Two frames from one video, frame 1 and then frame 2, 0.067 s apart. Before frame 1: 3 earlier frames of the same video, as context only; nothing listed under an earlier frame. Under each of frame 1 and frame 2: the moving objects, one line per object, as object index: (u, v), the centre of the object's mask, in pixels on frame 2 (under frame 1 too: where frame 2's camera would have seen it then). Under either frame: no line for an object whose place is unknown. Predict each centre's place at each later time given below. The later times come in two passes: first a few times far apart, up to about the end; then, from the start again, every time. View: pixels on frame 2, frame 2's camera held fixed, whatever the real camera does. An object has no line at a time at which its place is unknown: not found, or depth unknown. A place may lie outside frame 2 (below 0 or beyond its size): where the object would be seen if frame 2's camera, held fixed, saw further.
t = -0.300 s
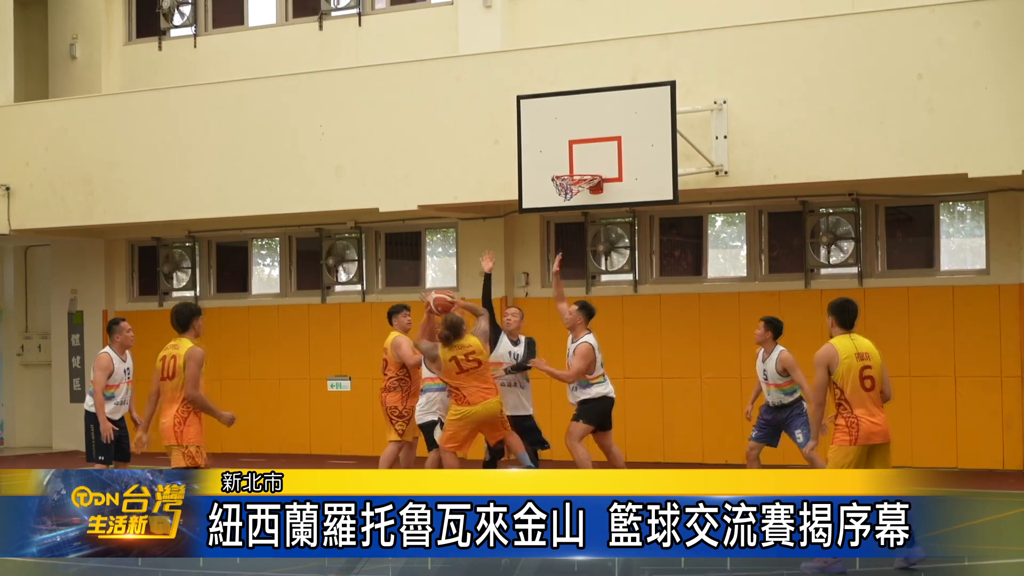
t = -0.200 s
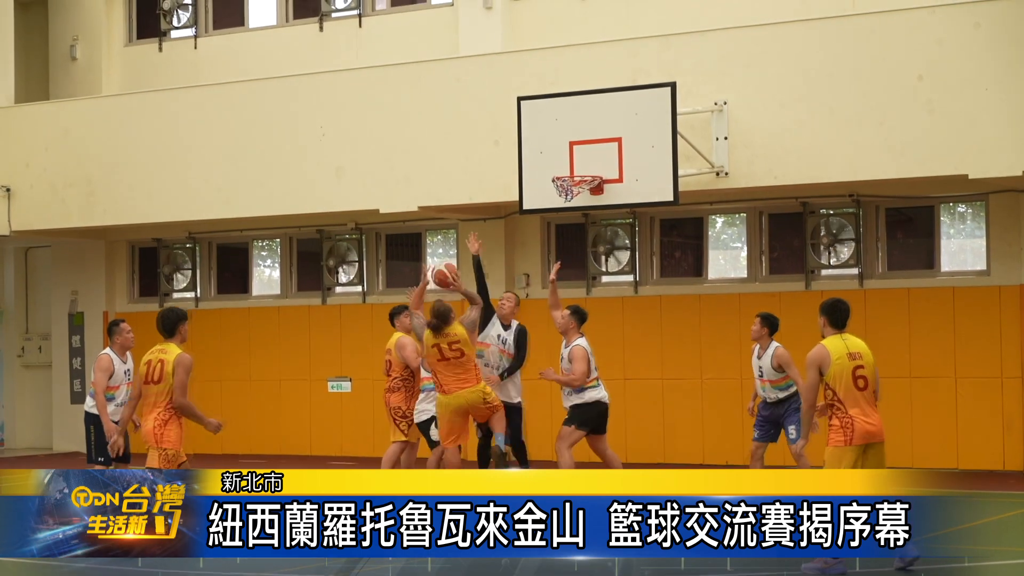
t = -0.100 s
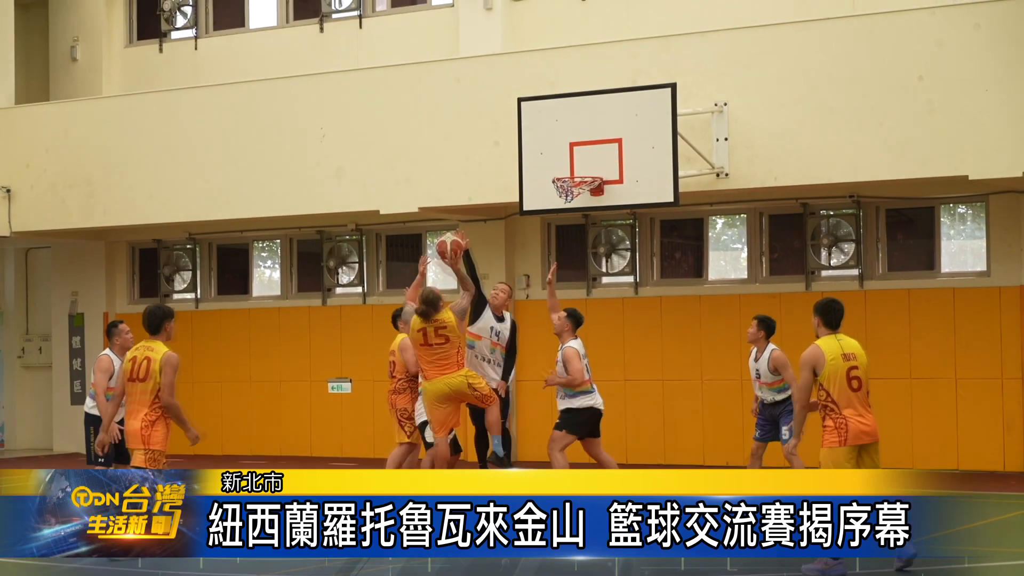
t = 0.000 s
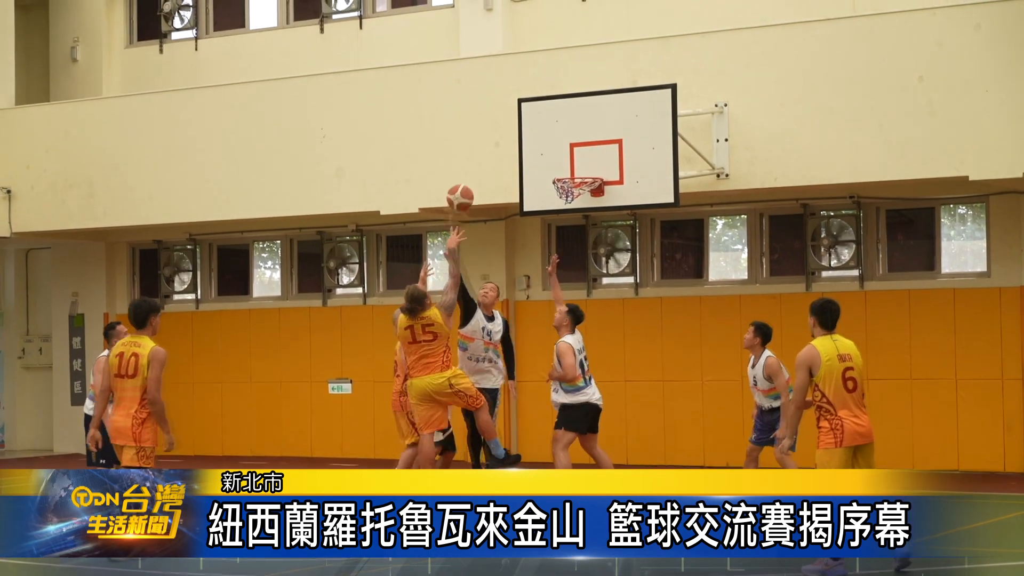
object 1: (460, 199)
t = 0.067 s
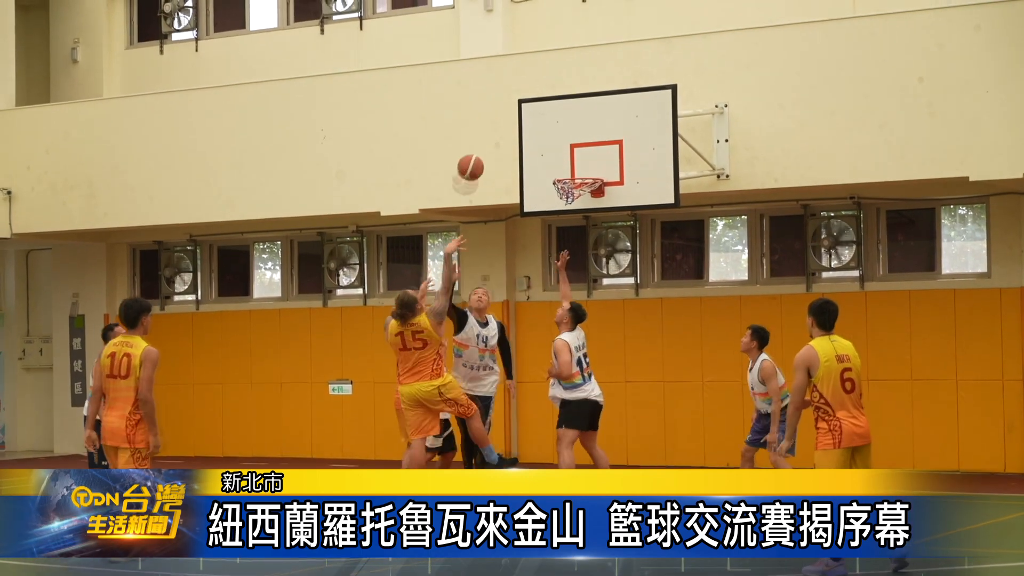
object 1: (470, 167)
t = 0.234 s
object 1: (495, 113)
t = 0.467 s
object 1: (527, 91)
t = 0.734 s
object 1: (562, 133)
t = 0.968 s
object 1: (560, 153)
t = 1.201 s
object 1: (525, 140)
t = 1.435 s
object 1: (492, 179)
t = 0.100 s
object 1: (475, 154)
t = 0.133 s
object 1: (480, 143)
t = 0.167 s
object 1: (485, 131)
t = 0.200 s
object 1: (490, 122)
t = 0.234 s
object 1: (495, 113)
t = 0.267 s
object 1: (499, 107)
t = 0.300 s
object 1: (504, 101)
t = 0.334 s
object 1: (508, 97)
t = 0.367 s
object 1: (513, 94)
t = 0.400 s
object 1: (518, 91)
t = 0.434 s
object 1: (522, 91)
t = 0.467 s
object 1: (527, 91)
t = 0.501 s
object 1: (531, 92)
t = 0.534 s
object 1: (536, 95)
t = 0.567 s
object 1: (540, 99)
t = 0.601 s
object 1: (545, 103)
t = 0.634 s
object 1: (549, 109)
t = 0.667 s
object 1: (553, 116)
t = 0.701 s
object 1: (558, 124)
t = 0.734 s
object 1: (562, 133)
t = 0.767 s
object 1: (566, 143)
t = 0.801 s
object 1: (571, 155)
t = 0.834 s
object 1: (575, 166)
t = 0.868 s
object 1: (576, 171)
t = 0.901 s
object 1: (571, 166)
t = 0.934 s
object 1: (565, 159)
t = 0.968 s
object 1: (560, 153)
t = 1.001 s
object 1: (555, 147)
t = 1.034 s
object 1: (550, 144)
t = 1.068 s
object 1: (545, 141)
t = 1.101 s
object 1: (540, 139)
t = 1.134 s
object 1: (535, 138)
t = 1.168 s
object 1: (529, 138)
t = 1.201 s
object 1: (525, 140)
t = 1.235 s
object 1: (520, 142)
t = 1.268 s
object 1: (515, 145)
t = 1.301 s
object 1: (510, 150)
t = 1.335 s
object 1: (506, 155)
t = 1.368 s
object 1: (501, 162)
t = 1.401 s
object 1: (496, 170)
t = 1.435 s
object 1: (492, 179)
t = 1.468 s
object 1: (487, 189)
